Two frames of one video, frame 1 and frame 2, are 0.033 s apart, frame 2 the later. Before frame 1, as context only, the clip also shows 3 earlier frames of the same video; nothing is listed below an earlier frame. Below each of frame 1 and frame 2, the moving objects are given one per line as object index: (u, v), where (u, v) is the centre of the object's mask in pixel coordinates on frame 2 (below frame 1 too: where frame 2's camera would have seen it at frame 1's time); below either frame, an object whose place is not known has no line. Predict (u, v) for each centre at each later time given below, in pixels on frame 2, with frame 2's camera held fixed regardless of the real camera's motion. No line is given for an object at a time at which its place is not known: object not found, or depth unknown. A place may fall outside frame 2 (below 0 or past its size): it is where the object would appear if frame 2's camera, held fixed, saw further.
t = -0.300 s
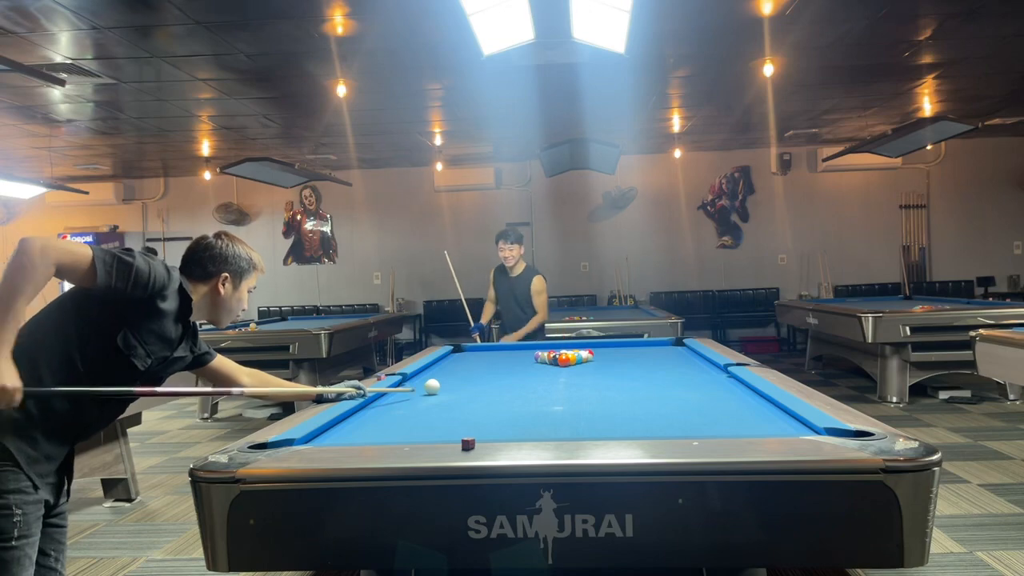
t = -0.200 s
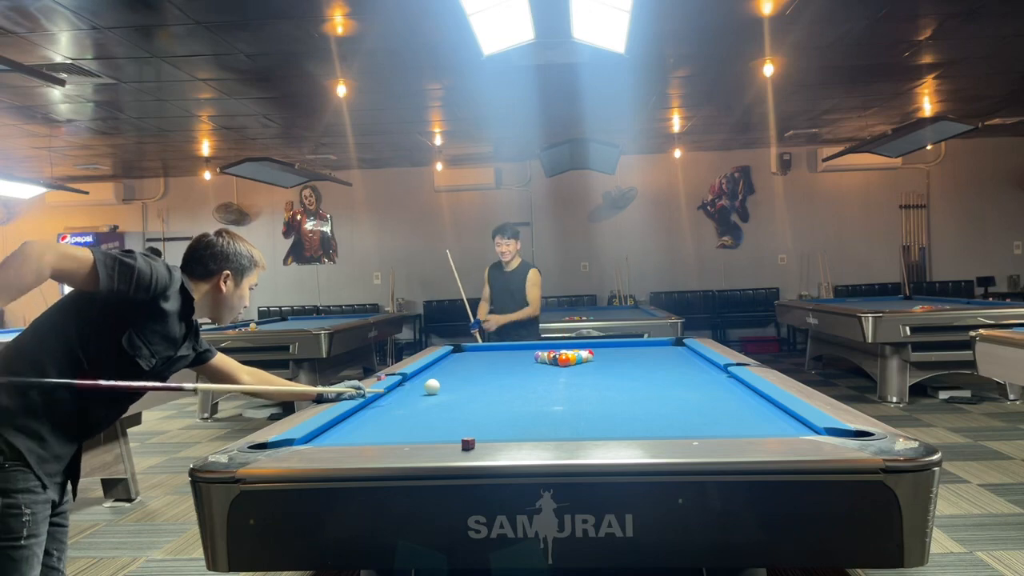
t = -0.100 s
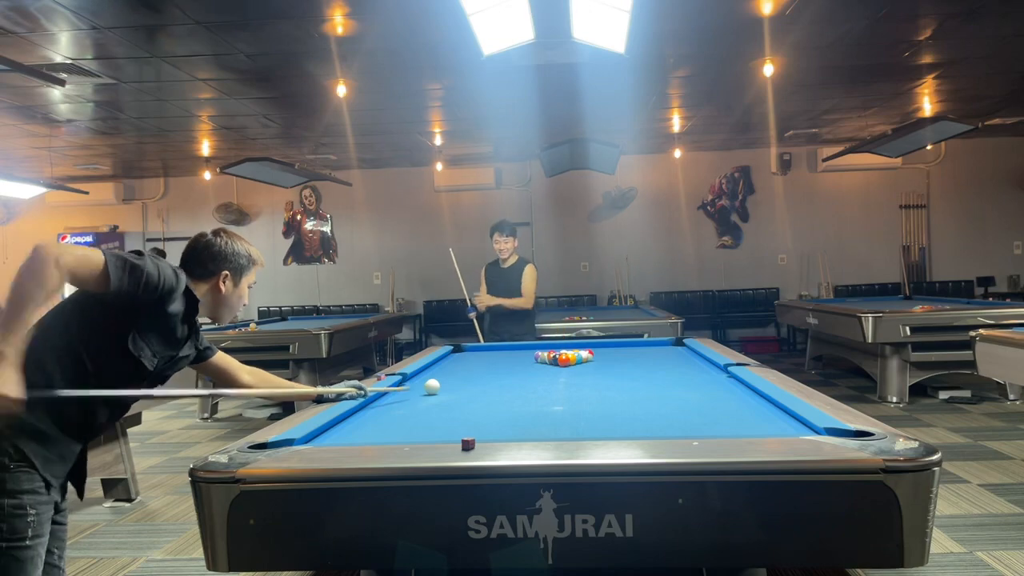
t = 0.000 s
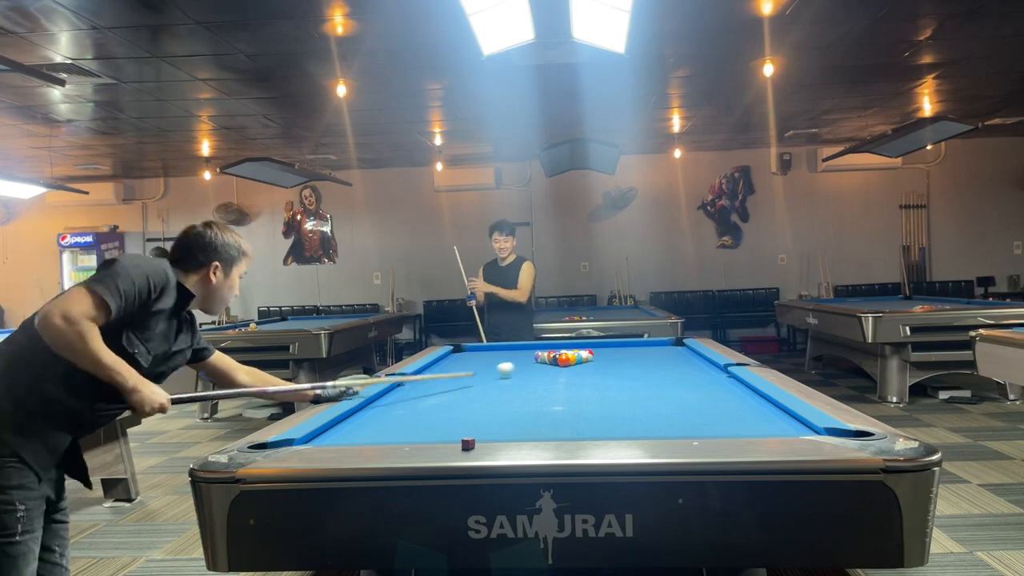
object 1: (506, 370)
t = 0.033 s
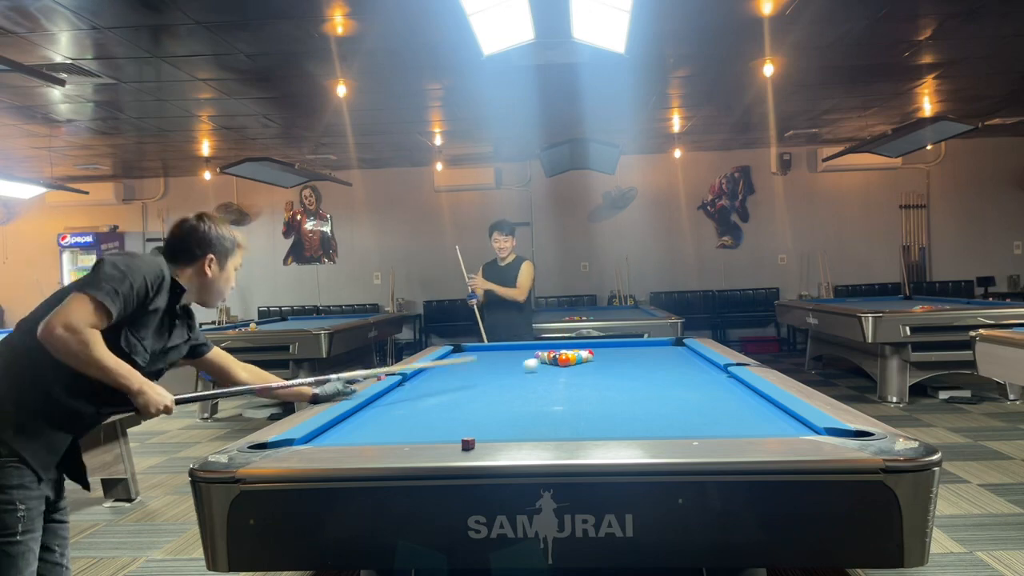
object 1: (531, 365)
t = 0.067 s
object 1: (552, 359)
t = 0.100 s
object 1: (540, 354)
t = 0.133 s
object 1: (528, 347)
